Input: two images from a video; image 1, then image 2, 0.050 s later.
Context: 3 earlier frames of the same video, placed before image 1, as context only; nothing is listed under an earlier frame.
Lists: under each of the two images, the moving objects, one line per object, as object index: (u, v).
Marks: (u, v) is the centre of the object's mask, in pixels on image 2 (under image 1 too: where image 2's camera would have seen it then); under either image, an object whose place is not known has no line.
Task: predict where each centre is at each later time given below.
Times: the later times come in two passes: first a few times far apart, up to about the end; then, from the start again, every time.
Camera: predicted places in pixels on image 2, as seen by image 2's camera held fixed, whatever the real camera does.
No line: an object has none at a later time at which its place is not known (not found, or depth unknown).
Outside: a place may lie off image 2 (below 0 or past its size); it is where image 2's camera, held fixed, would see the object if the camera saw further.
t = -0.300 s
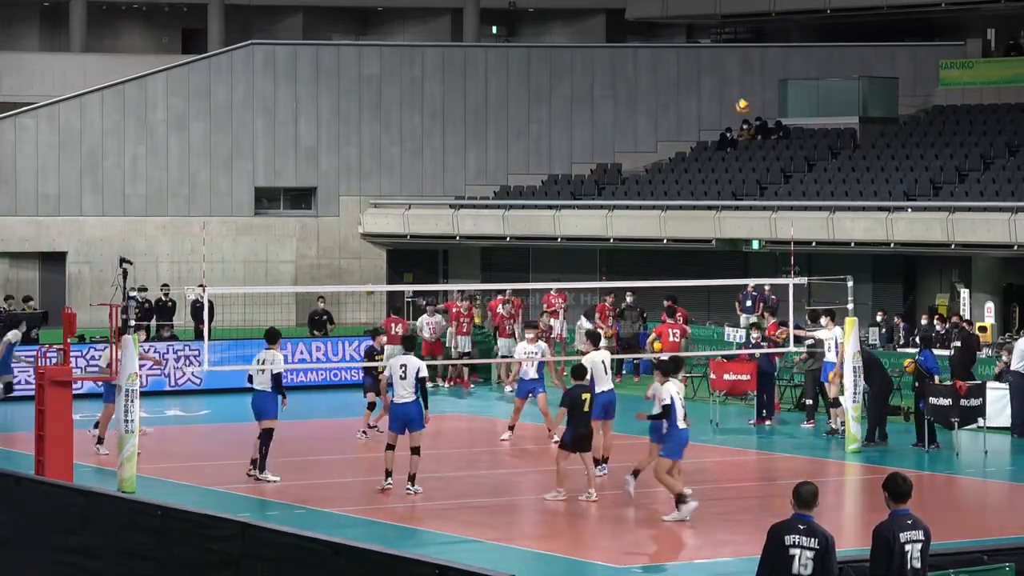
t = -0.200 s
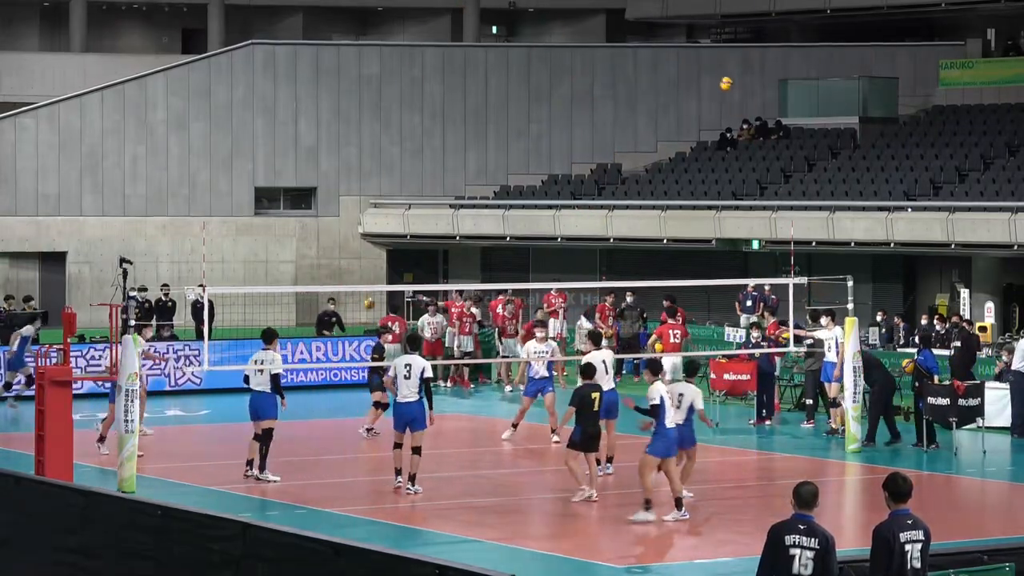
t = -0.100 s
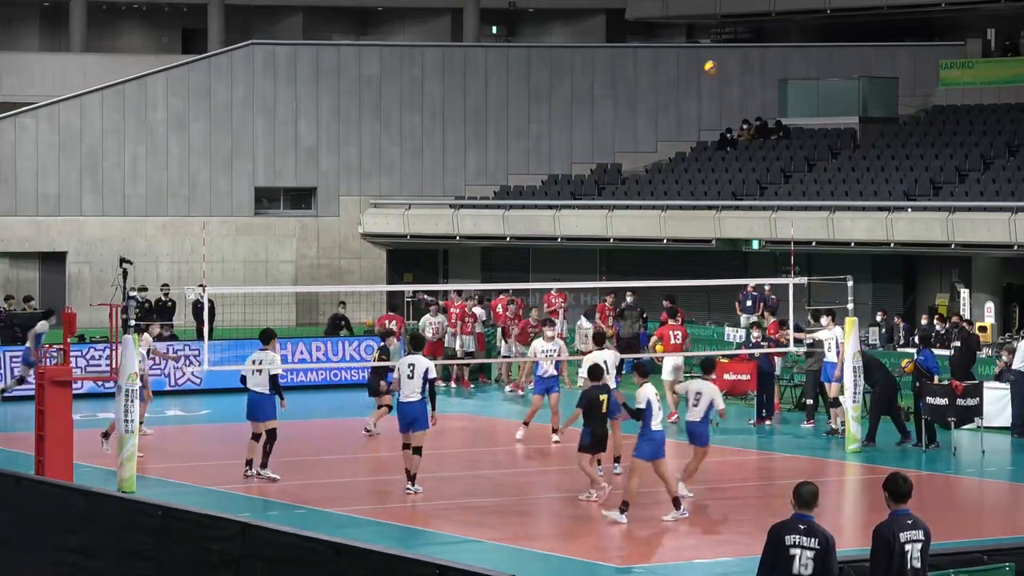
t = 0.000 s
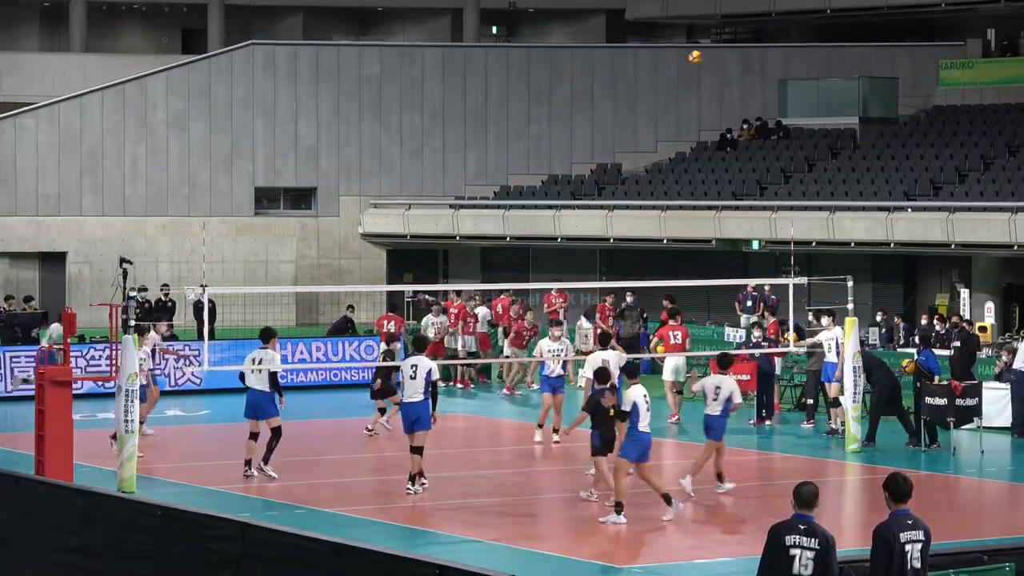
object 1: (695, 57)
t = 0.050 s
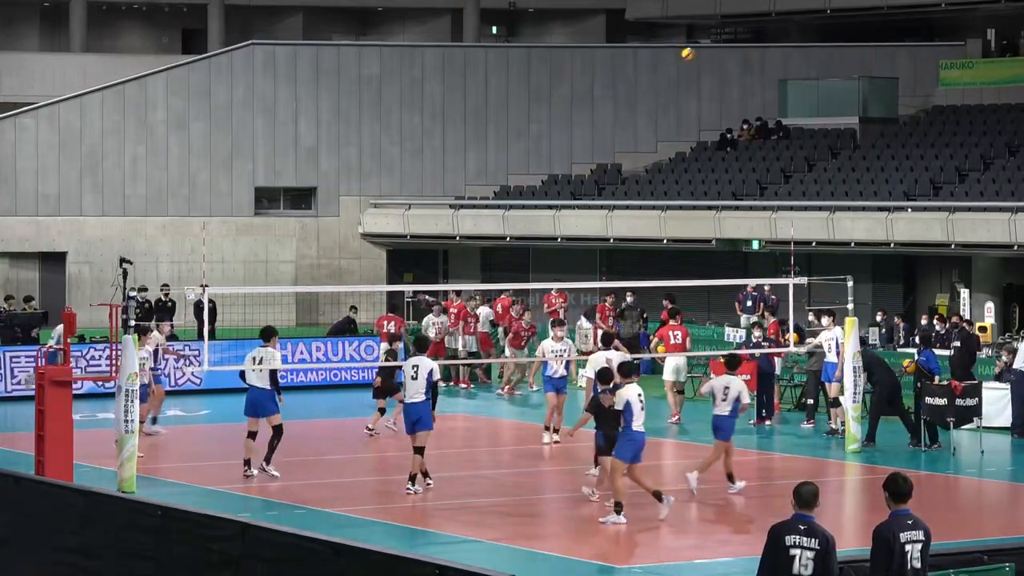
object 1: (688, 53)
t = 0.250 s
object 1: (658, 56)
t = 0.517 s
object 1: (620, 91)
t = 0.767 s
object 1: (584, 158)
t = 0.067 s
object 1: (685, 52)
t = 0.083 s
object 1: (682, 52)
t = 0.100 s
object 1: (679, 52)
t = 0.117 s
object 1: (677, 52)
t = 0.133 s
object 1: (675, 52)
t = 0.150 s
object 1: (672, 52)
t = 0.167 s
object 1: (670, 51)
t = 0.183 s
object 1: (668, 52)
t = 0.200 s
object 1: (665, 53)
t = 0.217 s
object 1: (662, 53)
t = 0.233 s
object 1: (660, 55)
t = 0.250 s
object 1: (658, 56)
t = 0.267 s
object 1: (655, 57)
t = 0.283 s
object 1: (653, 58)
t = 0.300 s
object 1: (650, 59)
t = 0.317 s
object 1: (648, 60)
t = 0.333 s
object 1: (646, 63)
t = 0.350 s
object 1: (643, 64)
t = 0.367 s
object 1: (641, 66)
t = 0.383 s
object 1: (639, 69)
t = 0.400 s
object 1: (636, 71)
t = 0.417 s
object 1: (634, 74)
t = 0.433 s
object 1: (631, 76)
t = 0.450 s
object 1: (629, 79)
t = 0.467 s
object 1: (627, 82)
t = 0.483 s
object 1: (624, 85)
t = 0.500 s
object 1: (622, 88)
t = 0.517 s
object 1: (620, 91)
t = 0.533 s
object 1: (617, 96)
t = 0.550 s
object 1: (614, 99)
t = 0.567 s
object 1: (613, 103)
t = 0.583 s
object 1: (610, 106)
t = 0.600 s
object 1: (608, 110)
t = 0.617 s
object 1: (606, 114)
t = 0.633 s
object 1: (604, 118)
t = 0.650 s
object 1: (601, 123)
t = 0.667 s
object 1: (598, 128)
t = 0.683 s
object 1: (596, 134)
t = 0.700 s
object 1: (593, 139)
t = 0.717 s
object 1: (591, 143)
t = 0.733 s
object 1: (589, 148)
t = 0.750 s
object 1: (587, 153)
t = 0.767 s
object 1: (584, 158)
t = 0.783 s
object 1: (582, 164)
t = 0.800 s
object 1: (581, 170)
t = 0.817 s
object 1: (577, 177)
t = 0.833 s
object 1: (575, 183)
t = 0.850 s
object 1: (573, 188)
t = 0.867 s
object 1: (570, 194)
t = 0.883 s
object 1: (569, 199)
